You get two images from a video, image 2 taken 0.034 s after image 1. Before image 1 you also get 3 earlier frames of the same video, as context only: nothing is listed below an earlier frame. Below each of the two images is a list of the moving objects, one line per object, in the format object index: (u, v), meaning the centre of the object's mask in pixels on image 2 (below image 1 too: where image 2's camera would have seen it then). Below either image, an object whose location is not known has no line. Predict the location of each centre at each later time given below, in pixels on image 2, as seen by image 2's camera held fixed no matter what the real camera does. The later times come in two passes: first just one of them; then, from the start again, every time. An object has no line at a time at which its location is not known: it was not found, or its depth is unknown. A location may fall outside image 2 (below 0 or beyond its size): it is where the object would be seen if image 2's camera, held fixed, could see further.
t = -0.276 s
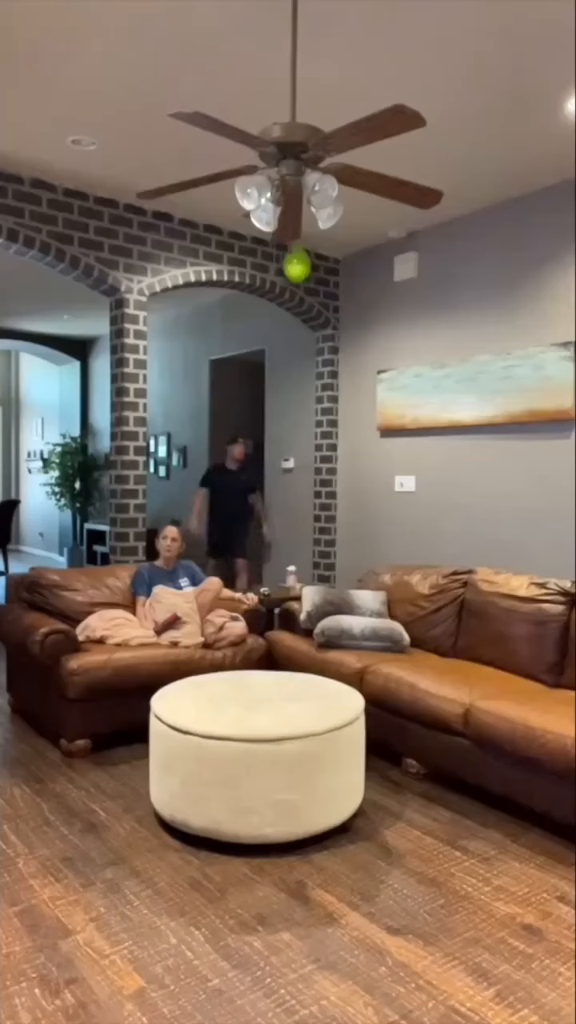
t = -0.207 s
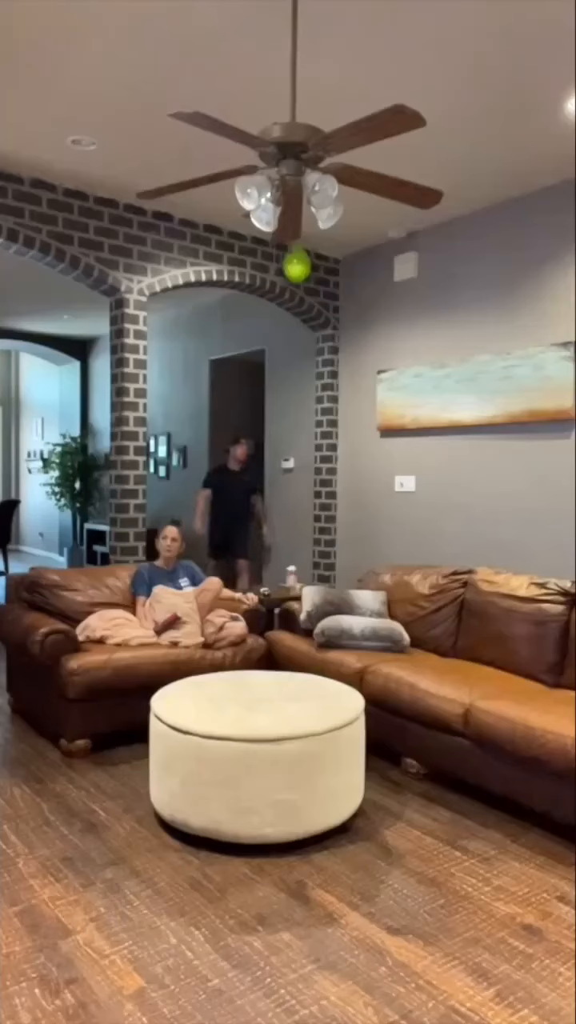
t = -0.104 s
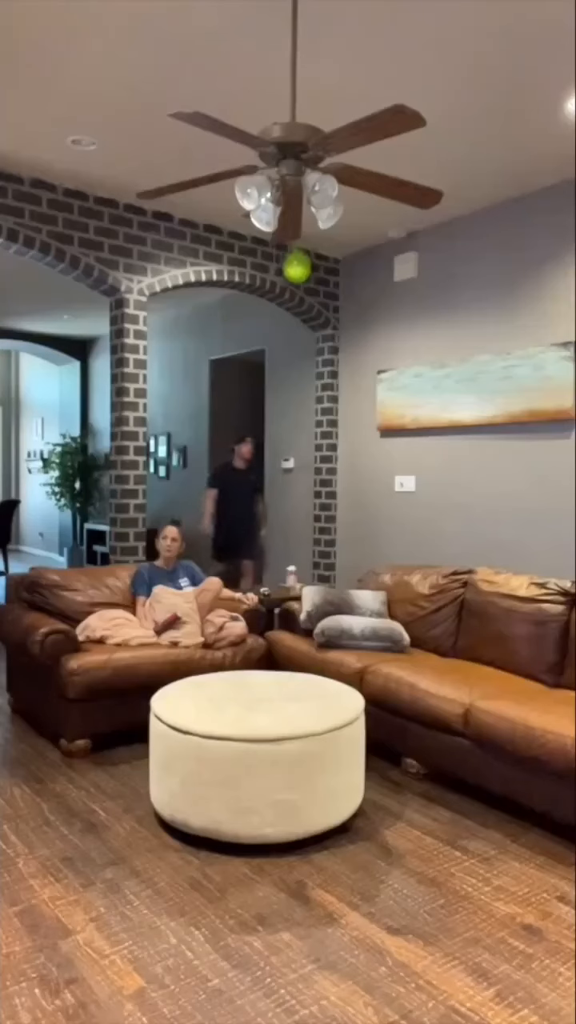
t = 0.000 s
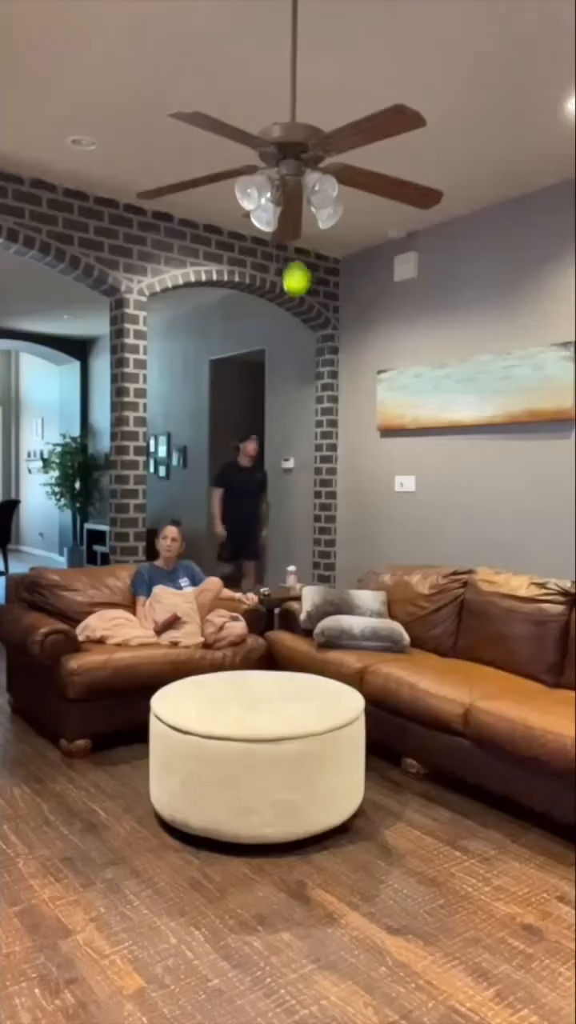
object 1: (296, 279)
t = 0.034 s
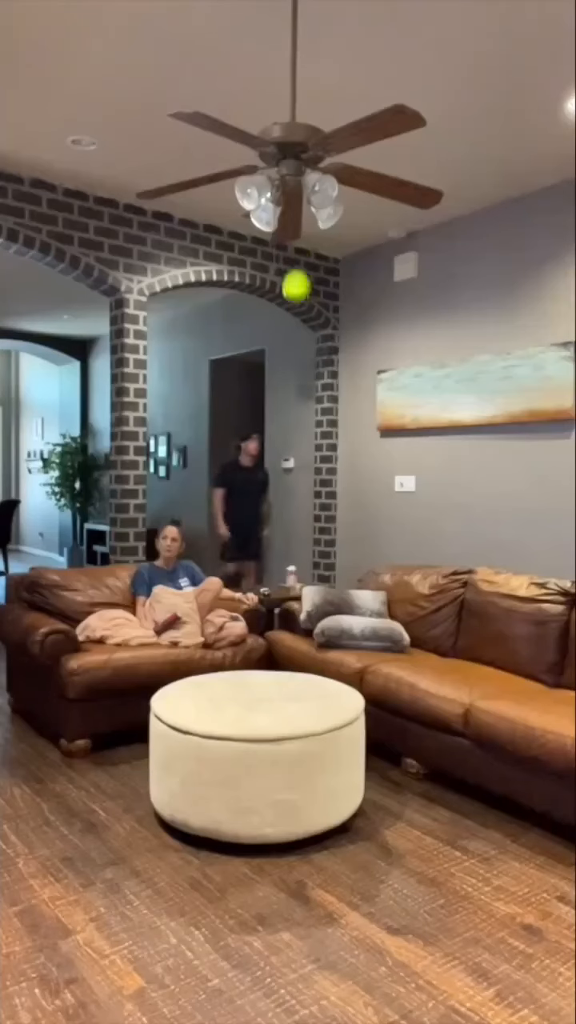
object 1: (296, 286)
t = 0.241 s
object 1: (295, 367)
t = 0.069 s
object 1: (296, 294)
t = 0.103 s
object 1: (296, 312)
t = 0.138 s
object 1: (296, 325)
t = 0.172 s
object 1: (296, 338)
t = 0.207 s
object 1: (296, 352)
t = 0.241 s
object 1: (295, 367)
